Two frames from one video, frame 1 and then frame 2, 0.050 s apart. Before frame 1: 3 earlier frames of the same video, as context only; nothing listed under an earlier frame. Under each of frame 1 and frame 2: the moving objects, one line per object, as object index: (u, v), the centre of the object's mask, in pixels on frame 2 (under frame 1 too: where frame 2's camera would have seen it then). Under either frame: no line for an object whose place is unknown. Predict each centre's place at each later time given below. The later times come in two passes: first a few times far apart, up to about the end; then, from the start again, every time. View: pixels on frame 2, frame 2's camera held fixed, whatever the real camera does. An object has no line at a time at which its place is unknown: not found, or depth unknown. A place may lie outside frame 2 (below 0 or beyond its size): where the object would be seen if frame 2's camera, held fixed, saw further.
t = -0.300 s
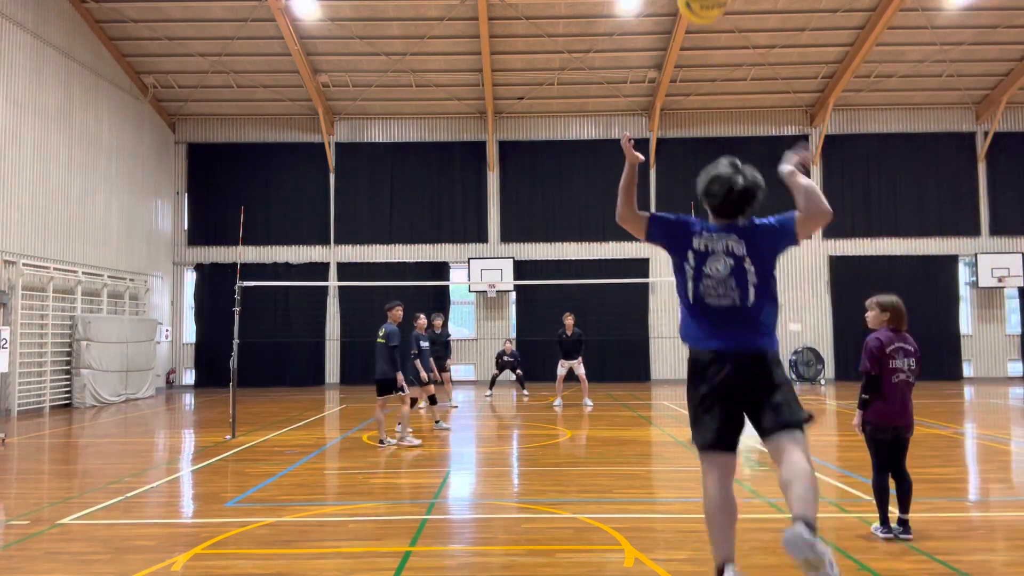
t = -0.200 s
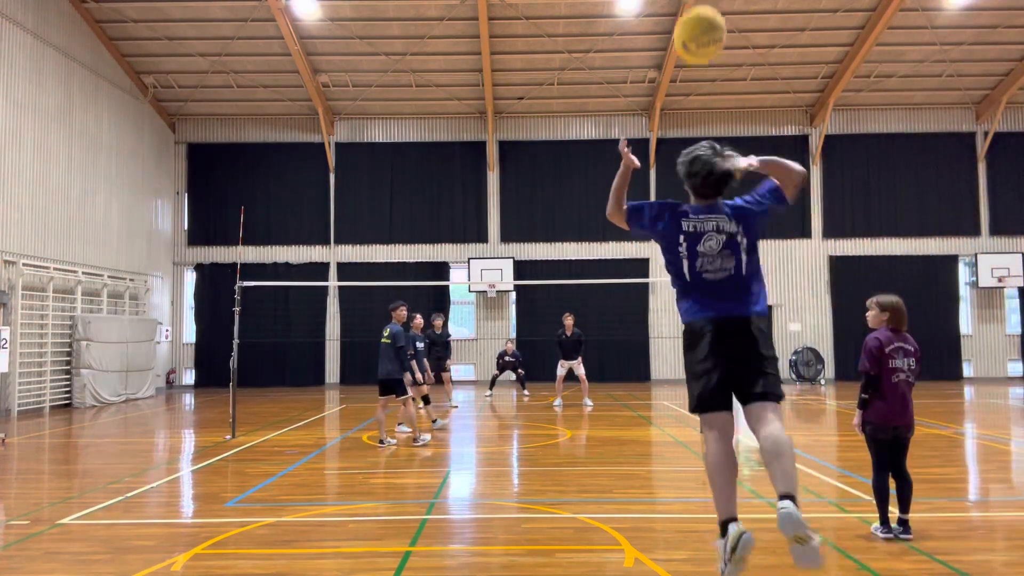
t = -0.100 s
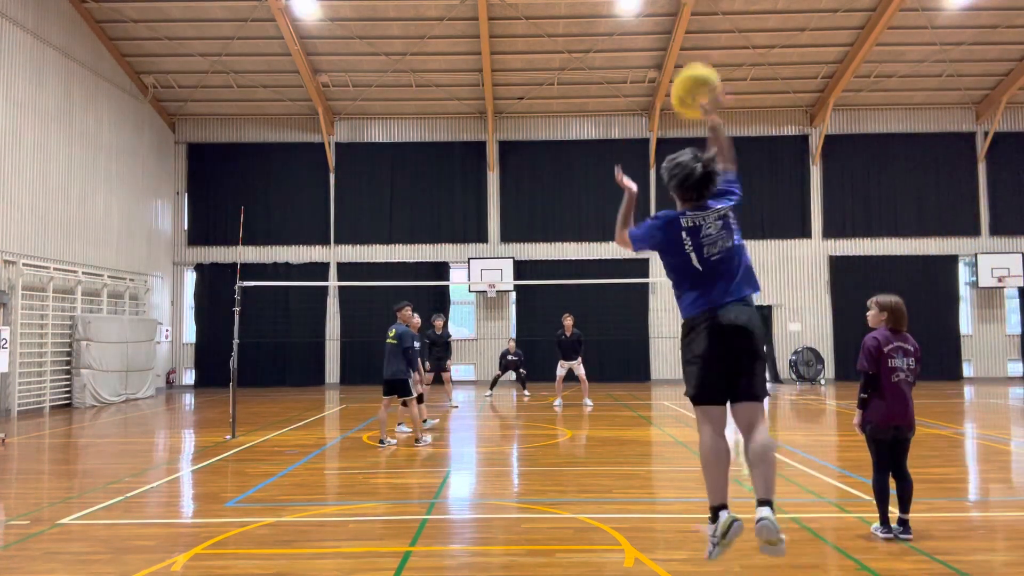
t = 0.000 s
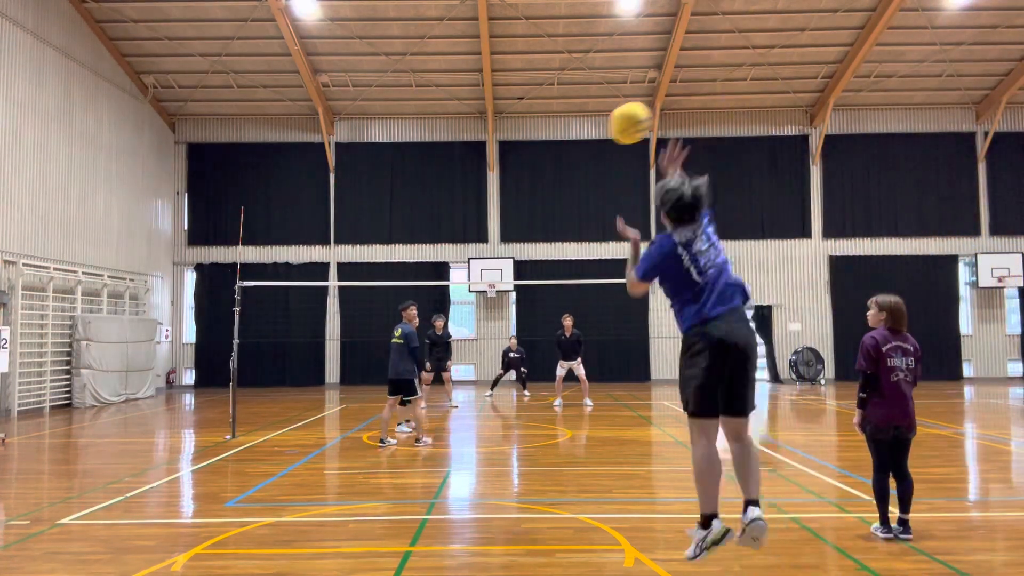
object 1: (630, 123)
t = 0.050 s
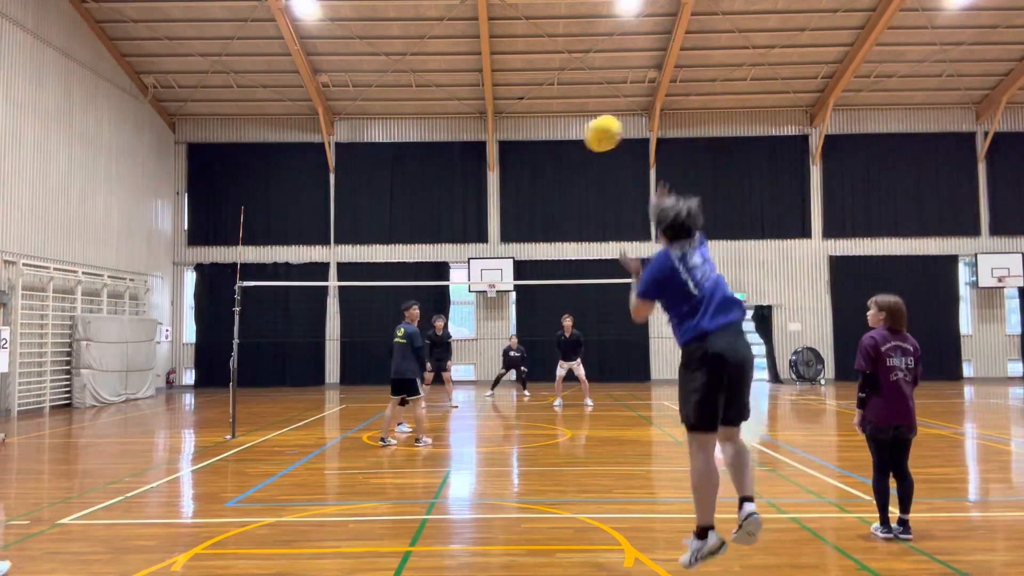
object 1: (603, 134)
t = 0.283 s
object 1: (541, 178)
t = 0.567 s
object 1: (505, 232)
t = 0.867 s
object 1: (490, 302)
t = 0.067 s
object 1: (596, 137)
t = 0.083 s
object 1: (589, 140)
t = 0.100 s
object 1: (583, 143)
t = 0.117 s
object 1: (578, 146)
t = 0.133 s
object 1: (573, 150)
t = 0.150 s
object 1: (568, 153)
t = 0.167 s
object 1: (564, 156)
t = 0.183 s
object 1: (560, 159)
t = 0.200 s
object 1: (556, 162)
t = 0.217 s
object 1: (553, 165)
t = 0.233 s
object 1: (549, 169)
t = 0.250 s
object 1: (546, 172)
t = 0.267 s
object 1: (543, 175)
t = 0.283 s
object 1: (541, 178)
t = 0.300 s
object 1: (538, 181)
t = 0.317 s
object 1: (535, 185)
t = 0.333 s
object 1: (533, 188)
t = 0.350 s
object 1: (530, 191)
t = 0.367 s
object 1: (528, 194)
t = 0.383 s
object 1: (526, 197)
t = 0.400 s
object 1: (524, 200)
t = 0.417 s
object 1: (522, 203)
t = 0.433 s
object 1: (520, 206)
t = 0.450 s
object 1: (518, 209)
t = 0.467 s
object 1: (516, 212)
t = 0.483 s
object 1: (514, 216)
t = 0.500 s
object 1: (512, 219)
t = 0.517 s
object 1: (510, 222)
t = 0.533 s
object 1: (508, 225)
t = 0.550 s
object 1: (507, 228)
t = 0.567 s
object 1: (505, 232)
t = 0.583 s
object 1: (504, 235)
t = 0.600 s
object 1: (502, 239)
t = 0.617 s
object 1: (500, 242)
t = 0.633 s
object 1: (499, 246)
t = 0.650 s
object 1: (497, 250)
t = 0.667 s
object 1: (496, 254)
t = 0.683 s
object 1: (496, 258)
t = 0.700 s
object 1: (494, 262)
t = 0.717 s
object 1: (494, 265)
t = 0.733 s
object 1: (492, 270)
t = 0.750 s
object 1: (492, 274)
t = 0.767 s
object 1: (492, 276)
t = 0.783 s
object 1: (491, 278)
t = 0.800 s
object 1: (491, 287)
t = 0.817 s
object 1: (491, 290)
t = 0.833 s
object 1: (490, 294)
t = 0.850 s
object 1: (490, 298)
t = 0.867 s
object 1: (490, 302)
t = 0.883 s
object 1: (489, 305)
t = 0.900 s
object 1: (489, 309)
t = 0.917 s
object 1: (489, 315)
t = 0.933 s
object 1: (489, 318)
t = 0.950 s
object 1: (489, 322)
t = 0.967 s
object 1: (489, 326)
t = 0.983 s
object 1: (489, 331)
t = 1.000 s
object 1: (489, 334)
